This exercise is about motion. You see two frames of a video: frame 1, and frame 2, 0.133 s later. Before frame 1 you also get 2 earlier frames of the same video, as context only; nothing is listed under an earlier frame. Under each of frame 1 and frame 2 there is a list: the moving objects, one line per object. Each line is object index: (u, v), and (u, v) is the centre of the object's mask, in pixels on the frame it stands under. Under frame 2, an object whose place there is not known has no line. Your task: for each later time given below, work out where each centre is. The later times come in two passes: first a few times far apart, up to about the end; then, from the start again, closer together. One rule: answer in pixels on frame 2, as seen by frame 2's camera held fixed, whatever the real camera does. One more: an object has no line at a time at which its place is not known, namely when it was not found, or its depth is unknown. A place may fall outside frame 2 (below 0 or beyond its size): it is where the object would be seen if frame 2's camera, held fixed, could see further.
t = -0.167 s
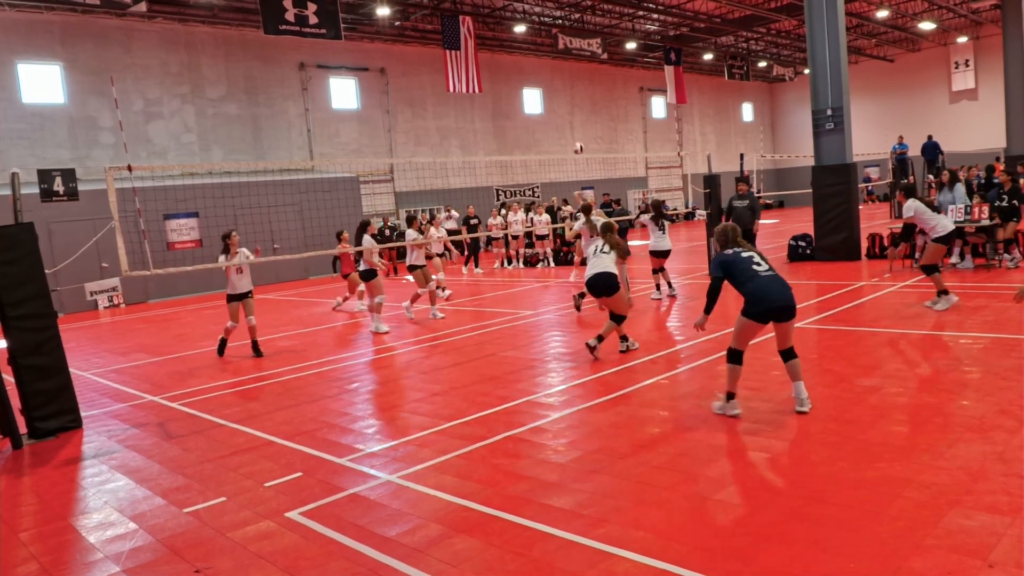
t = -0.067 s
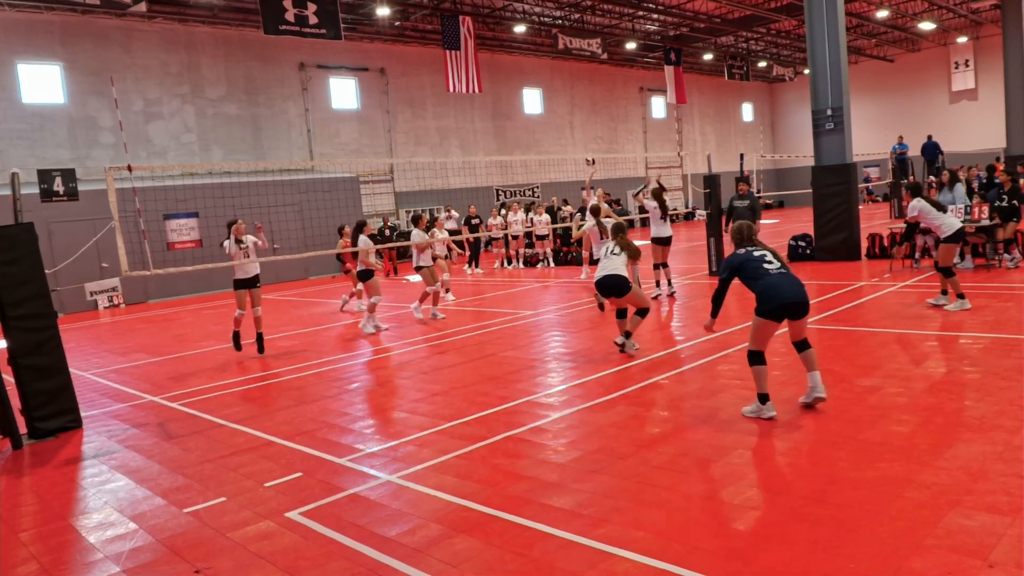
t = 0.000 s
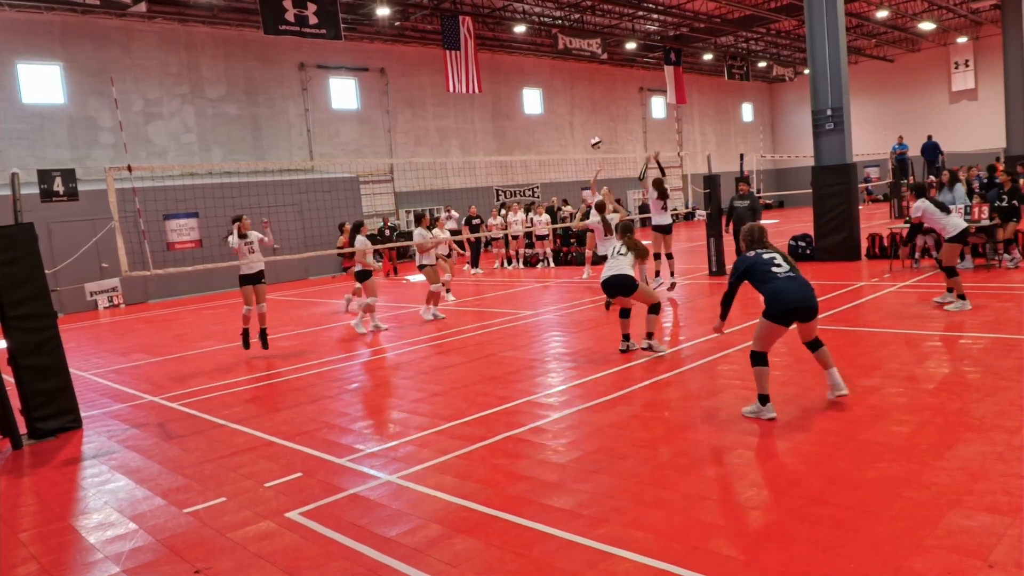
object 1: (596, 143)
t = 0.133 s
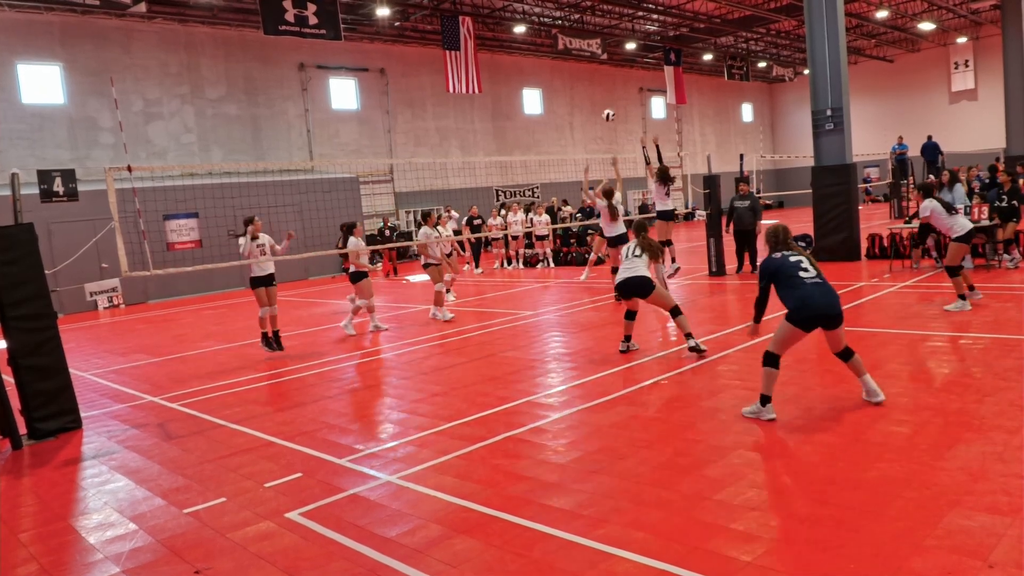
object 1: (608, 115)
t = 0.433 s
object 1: (645, 86)
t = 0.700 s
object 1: (692, 116)
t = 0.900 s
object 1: (738, 187)
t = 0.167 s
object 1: (612, 109)
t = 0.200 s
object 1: (616, 104)
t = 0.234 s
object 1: (619, 99)
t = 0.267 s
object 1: (623, 95)
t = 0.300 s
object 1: (627, 92)
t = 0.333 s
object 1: (632, 89)
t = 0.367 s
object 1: (636, 87)
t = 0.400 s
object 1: (641, 86)
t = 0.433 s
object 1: (645, 86)
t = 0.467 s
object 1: (650, 86)
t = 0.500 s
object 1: (656, 87)
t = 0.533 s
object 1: (661, 90)
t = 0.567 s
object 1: (667, 93)
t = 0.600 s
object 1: (673, 97)
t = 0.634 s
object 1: (681, 100)
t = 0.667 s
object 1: (686, 108)
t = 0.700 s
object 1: (692, 116)
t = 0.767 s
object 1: (706, 134)
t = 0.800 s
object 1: (714, 145)
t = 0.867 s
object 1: (730, 172)
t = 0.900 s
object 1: (738, 187)
